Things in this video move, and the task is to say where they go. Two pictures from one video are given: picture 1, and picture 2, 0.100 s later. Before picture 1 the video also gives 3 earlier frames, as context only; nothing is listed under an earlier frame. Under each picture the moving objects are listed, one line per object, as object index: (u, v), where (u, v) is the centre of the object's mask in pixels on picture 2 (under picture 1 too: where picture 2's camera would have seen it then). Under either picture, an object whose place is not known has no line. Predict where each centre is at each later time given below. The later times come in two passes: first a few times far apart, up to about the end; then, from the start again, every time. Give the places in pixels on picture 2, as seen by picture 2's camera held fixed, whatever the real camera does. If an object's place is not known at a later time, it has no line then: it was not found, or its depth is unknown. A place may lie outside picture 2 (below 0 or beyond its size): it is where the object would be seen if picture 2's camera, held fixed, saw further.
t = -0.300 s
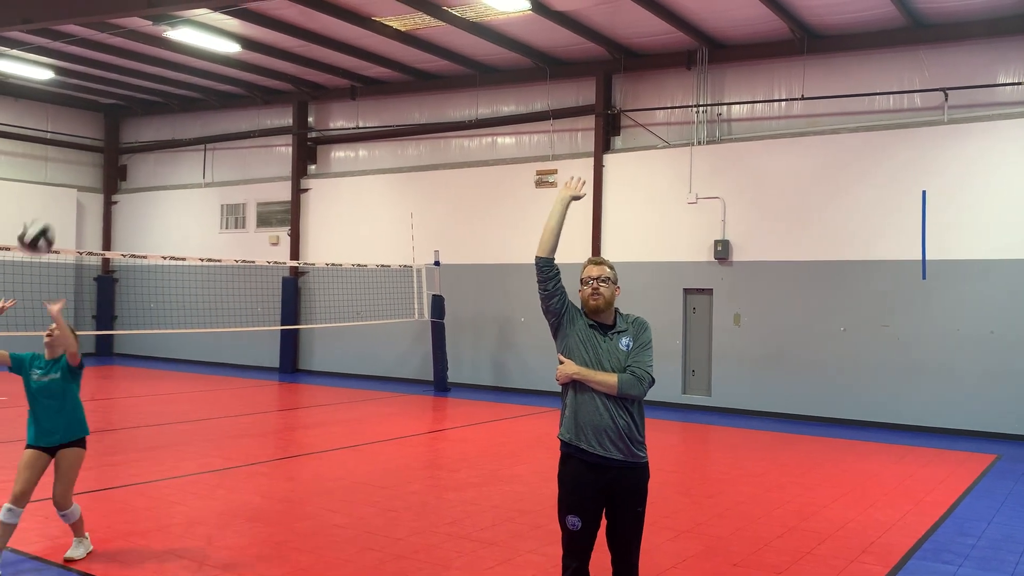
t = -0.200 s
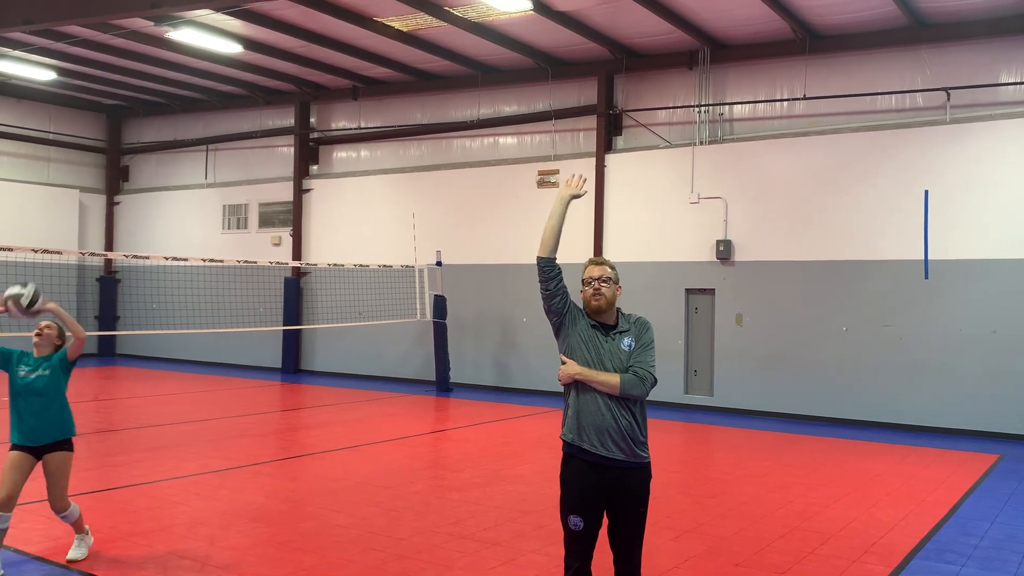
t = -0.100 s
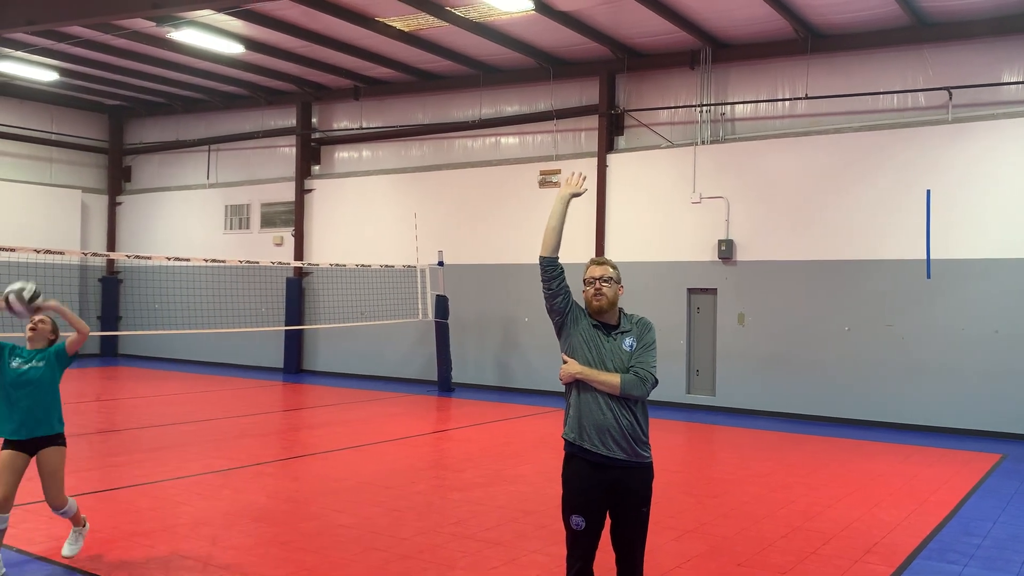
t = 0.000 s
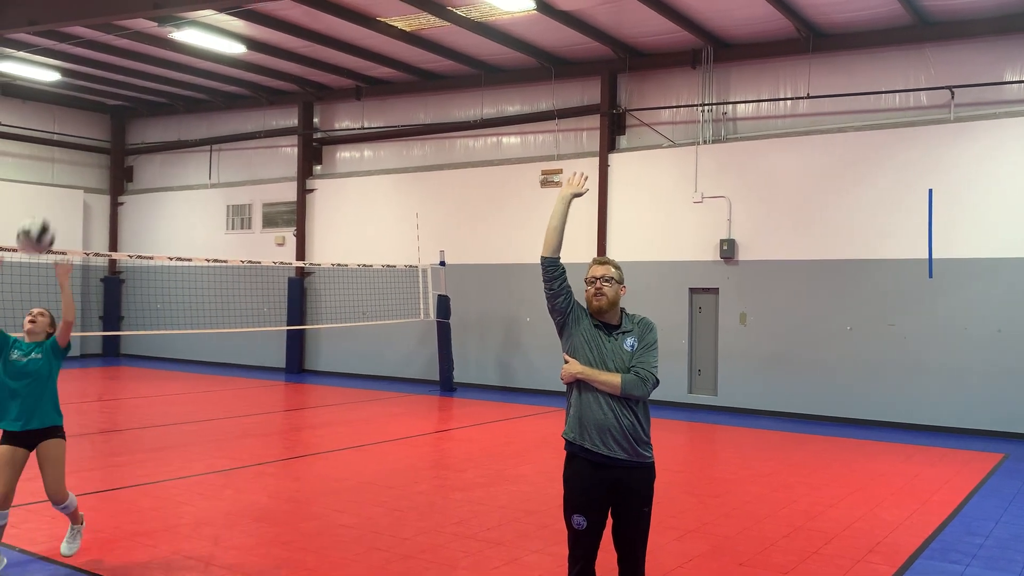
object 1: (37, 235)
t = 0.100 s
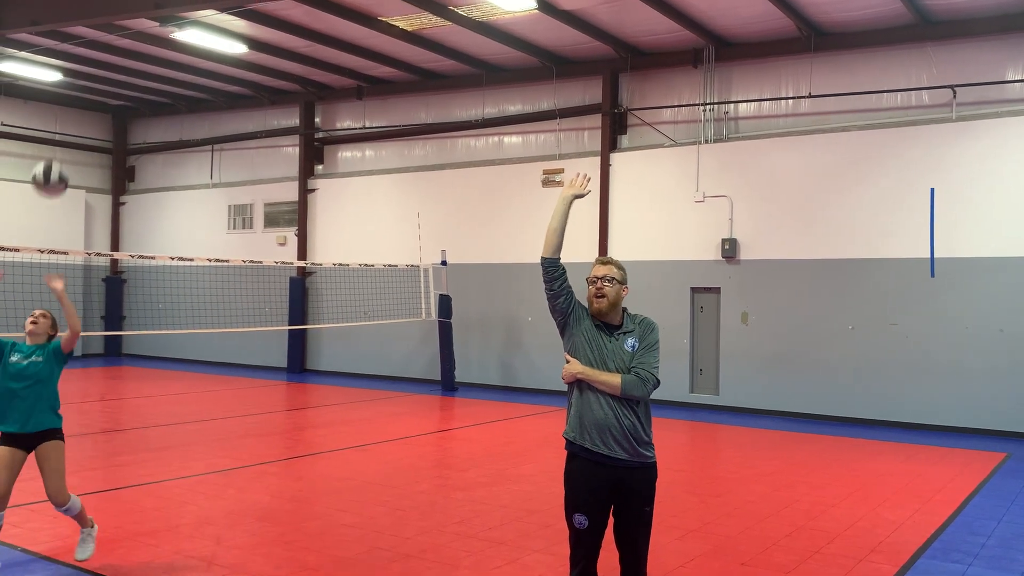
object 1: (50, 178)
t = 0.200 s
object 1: (62, 138)
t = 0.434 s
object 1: (89, 107)
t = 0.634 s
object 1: (110, 146)
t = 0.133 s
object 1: (54, 162)
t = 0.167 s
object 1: (58, 150)
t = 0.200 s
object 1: (62, 138)
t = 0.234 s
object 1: (66, 129)
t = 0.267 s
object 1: (71, 120)
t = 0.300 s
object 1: (75, 114)
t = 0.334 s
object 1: (79, 110)
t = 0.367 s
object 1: (82, 107)
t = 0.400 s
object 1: (86, 106)
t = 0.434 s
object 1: (89, 107)
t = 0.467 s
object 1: (93, 109)
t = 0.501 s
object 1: (96, 113)
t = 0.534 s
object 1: (100, 119)
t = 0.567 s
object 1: (103, 126)
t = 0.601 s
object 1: (106, 135)
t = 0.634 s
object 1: (110, 146)
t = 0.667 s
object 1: (113, 158)
